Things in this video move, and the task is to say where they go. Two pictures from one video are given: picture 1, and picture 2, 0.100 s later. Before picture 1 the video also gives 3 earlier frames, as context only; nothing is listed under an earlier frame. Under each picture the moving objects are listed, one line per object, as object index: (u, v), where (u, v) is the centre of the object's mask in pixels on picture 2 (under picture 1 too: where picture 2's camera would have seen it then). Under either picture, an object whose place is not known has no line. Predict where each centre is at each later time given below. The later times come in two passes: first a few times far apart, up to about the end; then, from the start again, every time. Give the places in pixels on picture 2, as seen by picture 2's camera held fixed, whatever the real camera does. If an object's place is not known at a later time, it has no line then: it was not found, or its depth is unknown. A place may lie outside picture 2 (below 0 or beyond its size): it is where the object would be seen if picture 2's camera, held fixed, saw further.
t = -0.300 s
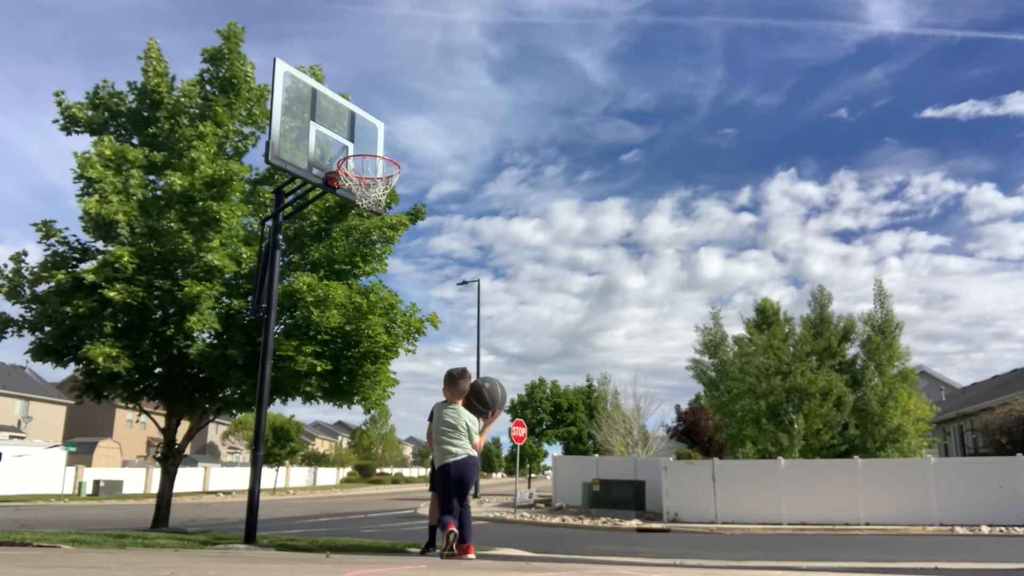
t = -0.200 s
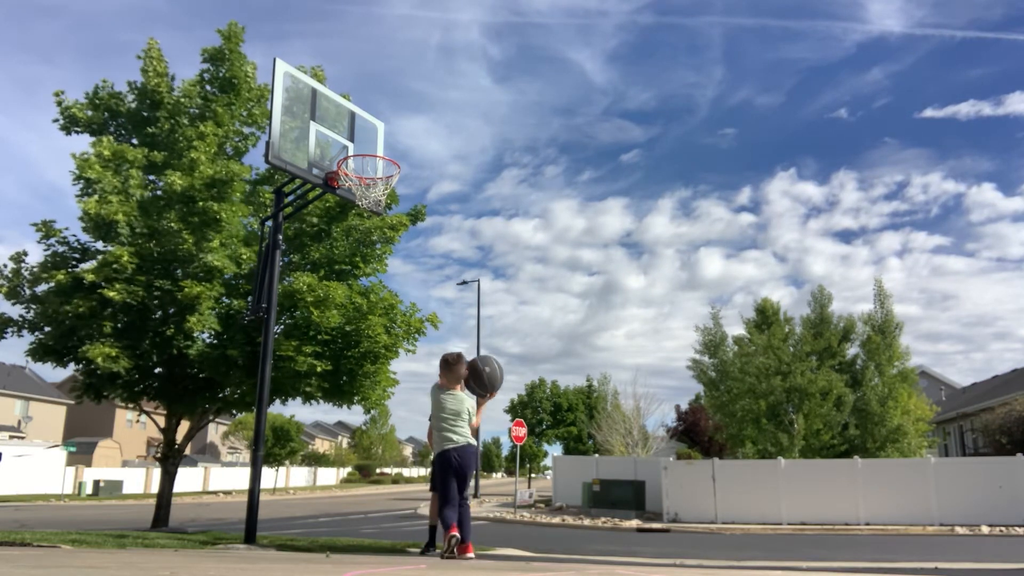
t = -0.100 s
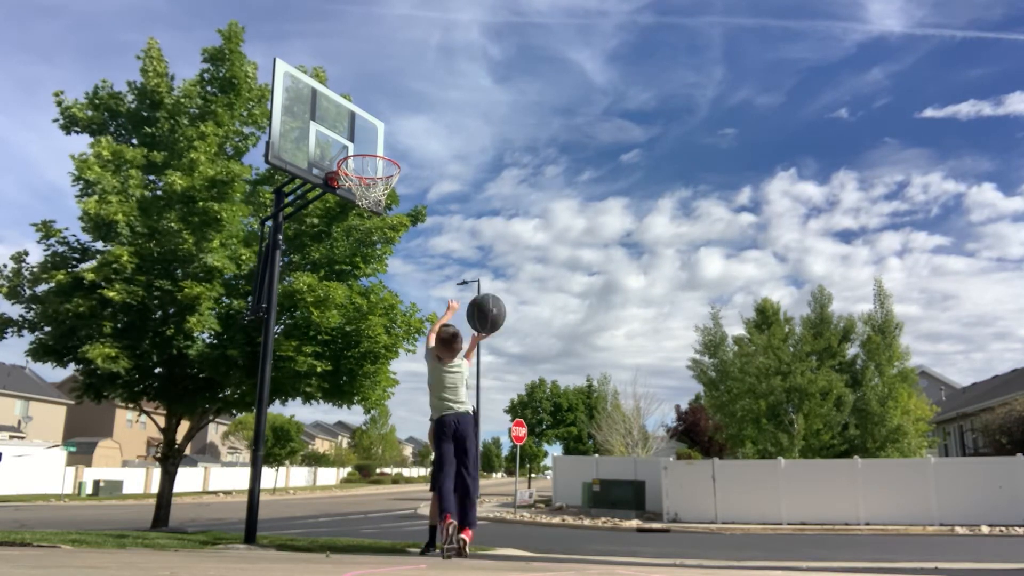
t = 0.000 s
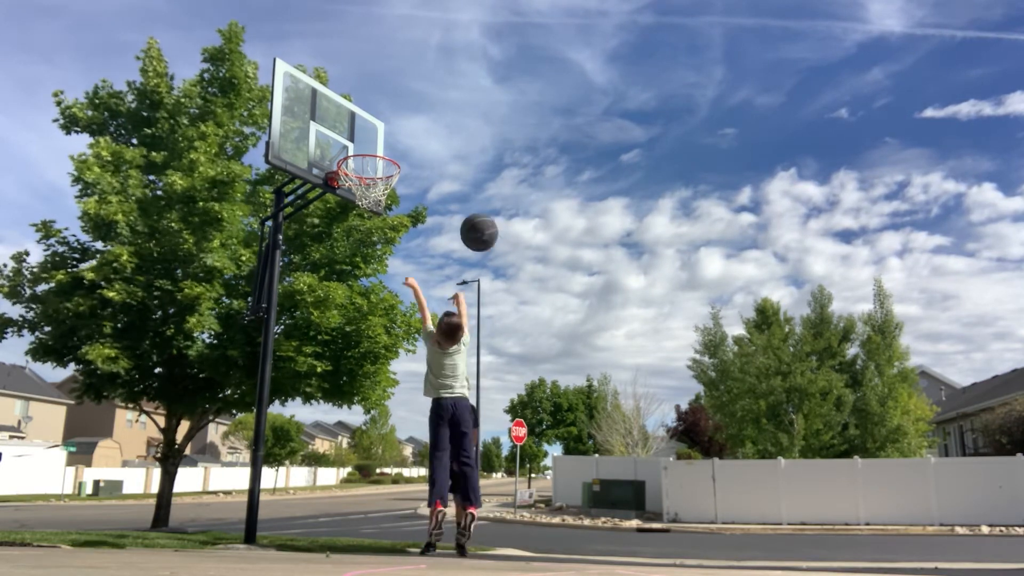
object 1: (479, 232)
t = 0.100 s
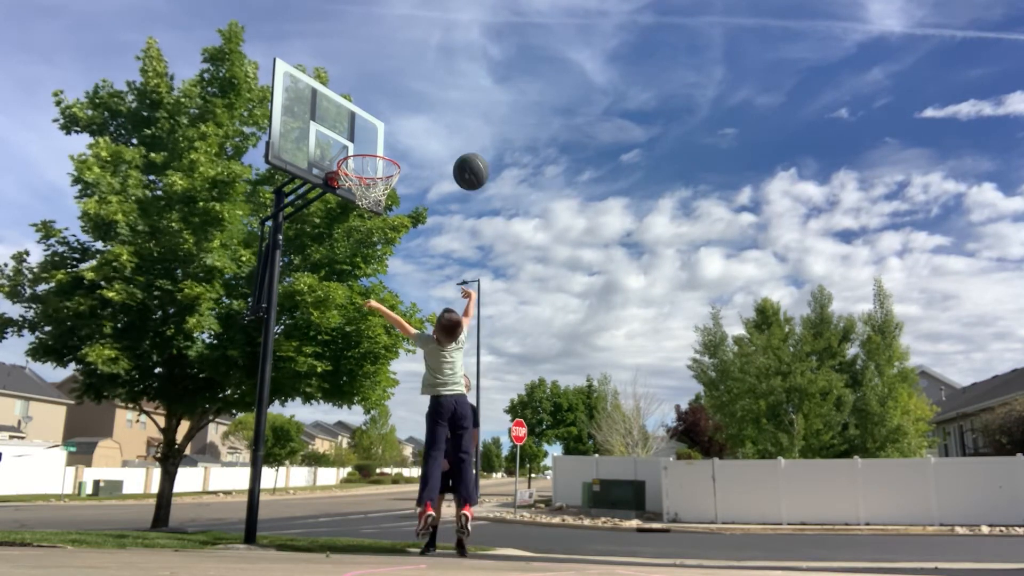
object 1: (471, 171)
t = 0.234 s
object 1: (460, 120)
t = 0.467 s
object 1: (443, 92)
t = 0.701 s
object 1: (425, 130)
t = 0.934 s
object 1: (406, 228)
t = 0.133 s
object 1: (468, 156)
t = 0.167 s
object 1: (466, 142)
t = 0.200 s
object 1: (463, 130)
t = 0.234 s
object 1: (460, 120)
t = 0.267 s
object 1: (458, 111)
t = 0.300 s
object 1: (456, 104)
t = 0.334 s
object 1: (453, 98)
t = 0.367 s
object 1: (451, 95)
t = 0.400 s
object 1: (448, 92)
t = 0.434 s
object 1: (446, 91)
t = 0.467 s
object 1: (443, 92)
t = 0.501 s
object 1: (441, 93)
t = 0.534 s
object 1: (438, 96)
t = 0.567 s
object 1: (435, 101)
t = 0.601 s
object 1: (433, 106)
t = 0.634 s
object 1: (430, 113)
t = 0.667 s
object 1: (428, 121)
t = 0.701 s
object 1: (425, 130)
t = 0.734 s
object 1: (422, 141)
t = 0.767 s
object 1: (420, 152)
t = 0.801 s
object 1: (417, 165)
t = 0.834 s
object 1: (414, 180)
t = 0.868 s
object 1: (412, 195)
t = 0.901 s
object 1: (409, 212)
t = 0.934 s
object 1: (406, 228)
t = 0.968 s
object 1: (403, 248)
